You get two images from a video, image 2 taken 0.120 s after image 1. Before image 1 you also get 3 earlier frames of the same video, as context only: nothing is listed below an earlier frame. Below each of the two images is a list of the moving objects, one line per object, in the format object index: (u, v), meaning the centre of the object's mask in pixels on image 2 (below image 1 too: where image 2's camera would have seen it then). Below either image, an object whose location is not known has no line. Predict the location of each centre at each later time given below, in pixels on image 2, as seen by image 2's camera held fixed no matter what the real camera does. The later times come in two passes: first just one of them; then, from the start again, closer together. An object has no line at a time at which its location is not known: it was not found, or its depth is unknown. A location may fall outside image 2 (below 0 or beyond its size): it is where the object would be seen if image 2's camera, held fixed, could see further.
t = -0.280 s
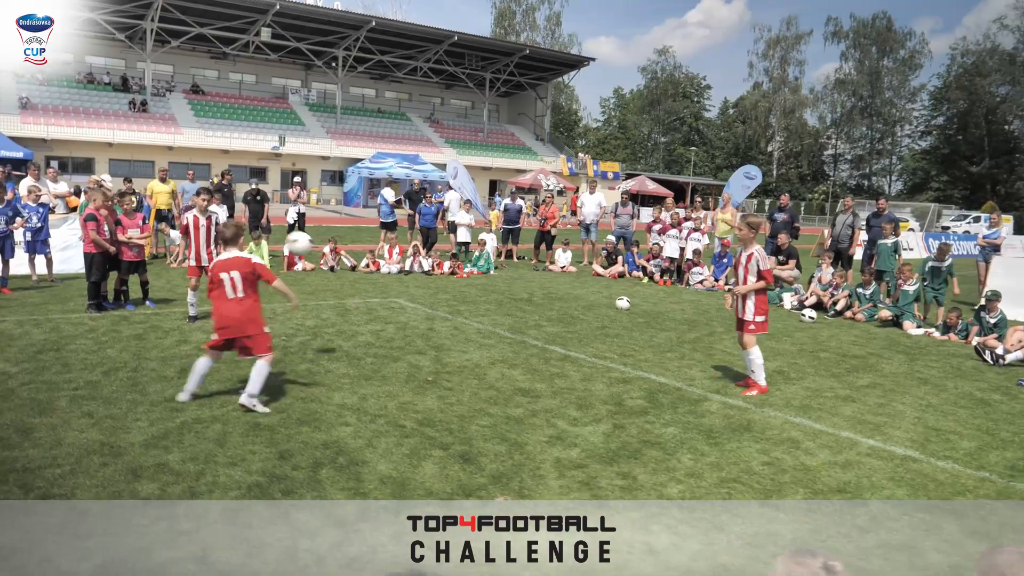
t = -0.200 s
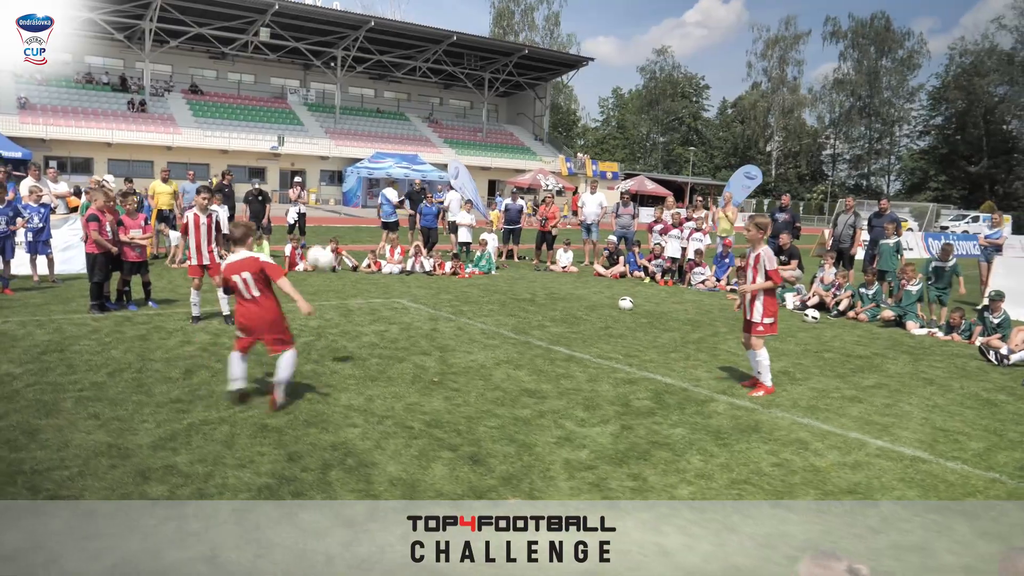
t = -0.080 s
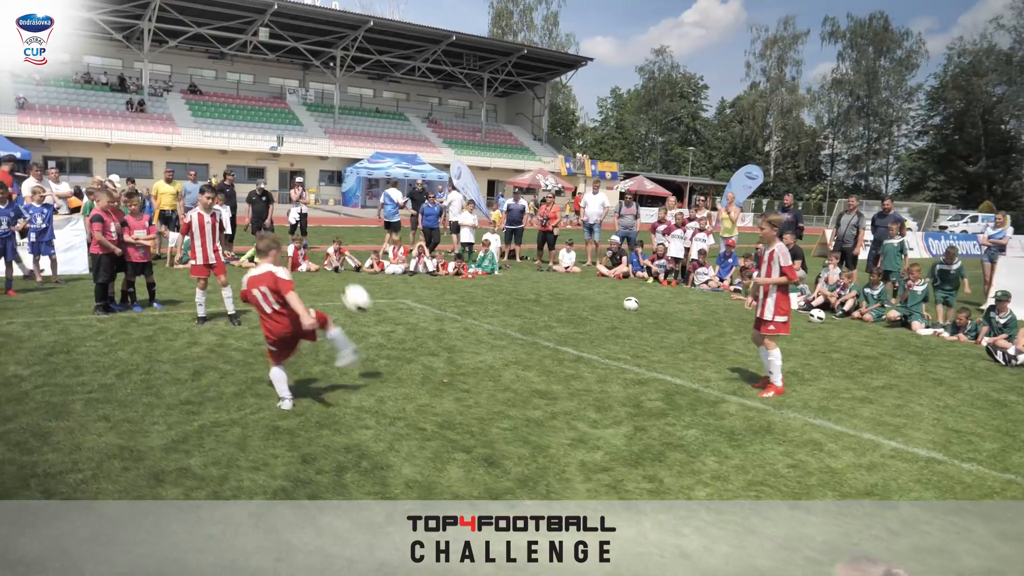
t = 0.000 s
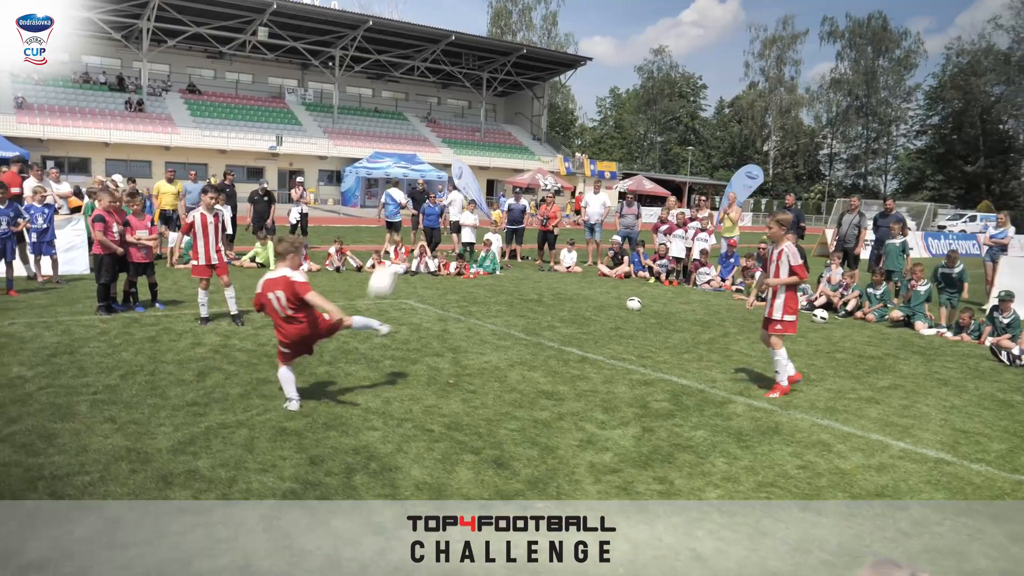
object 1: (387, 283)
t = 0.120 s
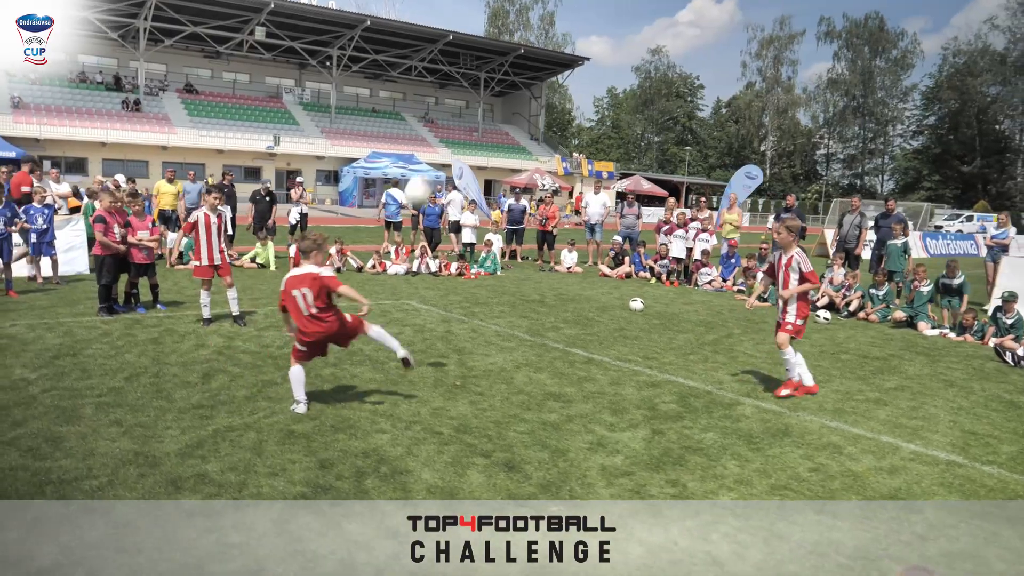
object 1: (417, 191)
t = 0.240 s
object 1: (455, 118)
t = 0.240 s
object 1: (455, 118)
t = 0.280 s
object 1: (463, 100)
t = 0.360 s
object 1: (487, 67)
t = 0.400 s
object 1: (497, 55)
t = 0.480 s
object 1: (520, 34)
